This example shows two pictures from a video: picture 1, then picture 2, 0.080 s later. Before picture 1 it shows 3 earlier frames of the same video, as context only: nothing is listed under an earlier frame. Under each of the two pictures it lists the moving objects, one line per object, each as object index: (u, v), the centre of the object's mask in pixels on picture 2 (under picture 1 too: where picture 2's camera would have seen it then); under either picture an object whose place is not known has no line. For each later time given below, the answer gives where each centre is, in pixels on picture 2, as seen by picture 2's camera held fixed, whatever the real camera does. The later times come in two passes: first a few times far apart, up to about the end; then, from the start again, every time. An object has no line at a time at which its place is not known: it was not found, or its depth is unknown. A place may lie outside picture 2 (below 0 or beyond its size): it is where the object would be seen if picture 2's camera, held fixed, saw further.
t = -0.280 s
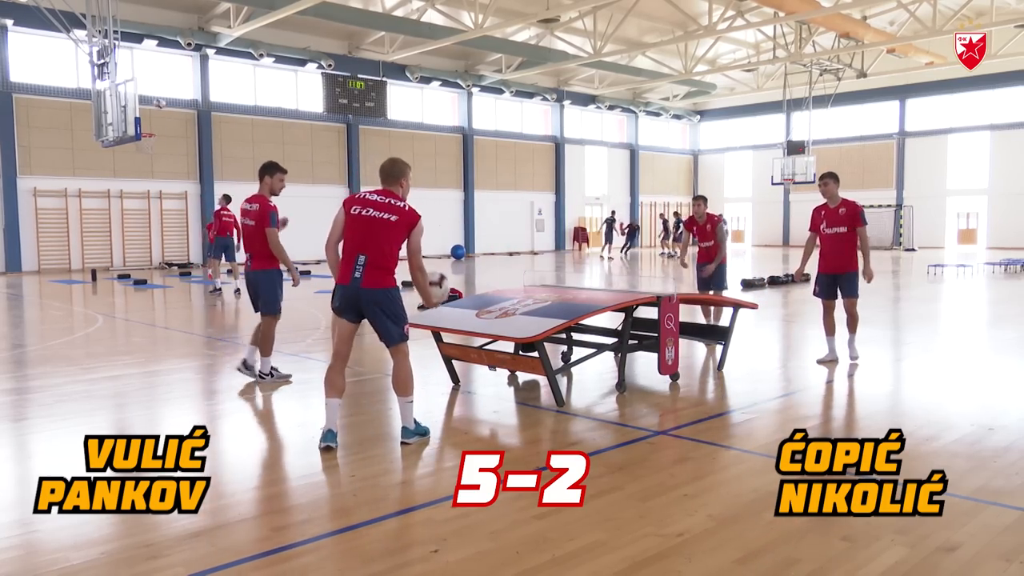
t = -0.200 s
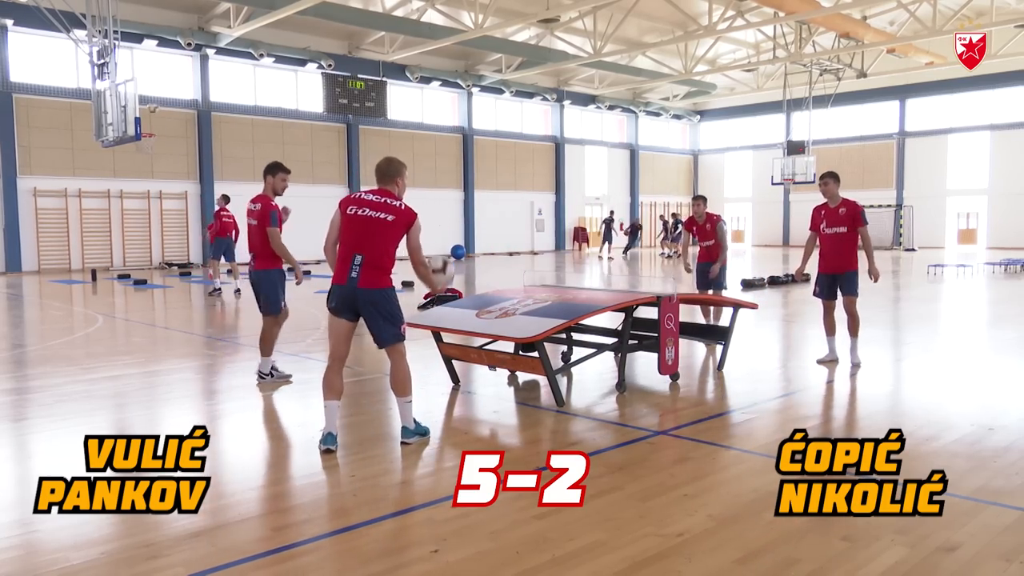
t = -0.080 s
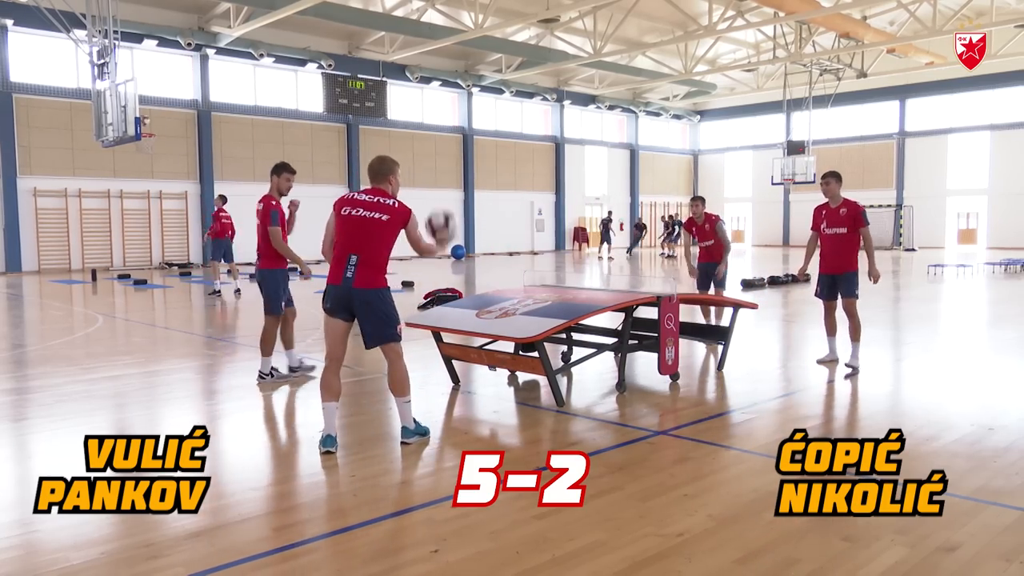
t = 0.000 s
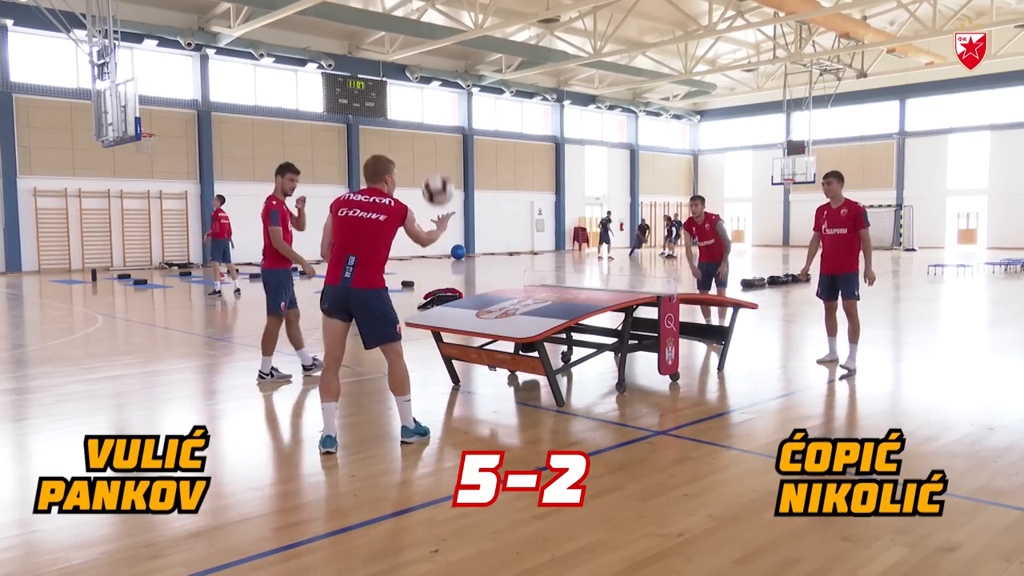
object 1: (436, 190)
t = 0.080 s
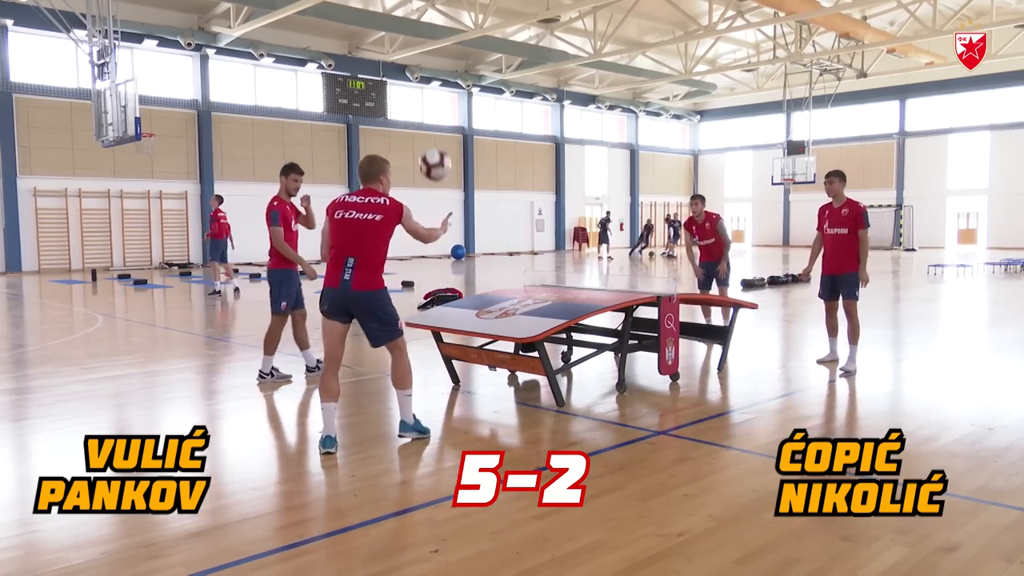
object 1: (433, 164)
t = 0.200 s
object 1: (429, 143)
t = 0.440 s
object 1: (423, 163)
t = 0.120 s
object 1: (431, 155)
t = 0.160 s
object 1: (430, 148)
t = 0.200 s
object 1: (429, 143)
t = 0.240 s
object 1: (428, 141)
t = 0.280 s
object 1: (427, 140)
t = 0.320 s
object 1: (426, 142)
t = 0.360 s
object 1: (425, 147)
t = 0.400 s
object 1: (424, 154)
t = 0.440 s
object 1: (423, 163)
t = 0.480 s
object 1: (422, 175)
